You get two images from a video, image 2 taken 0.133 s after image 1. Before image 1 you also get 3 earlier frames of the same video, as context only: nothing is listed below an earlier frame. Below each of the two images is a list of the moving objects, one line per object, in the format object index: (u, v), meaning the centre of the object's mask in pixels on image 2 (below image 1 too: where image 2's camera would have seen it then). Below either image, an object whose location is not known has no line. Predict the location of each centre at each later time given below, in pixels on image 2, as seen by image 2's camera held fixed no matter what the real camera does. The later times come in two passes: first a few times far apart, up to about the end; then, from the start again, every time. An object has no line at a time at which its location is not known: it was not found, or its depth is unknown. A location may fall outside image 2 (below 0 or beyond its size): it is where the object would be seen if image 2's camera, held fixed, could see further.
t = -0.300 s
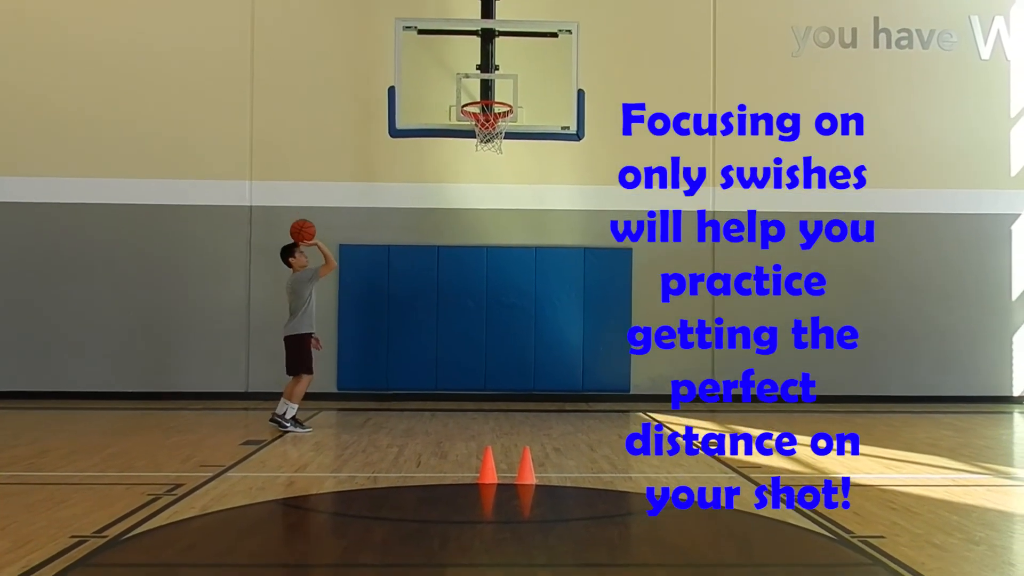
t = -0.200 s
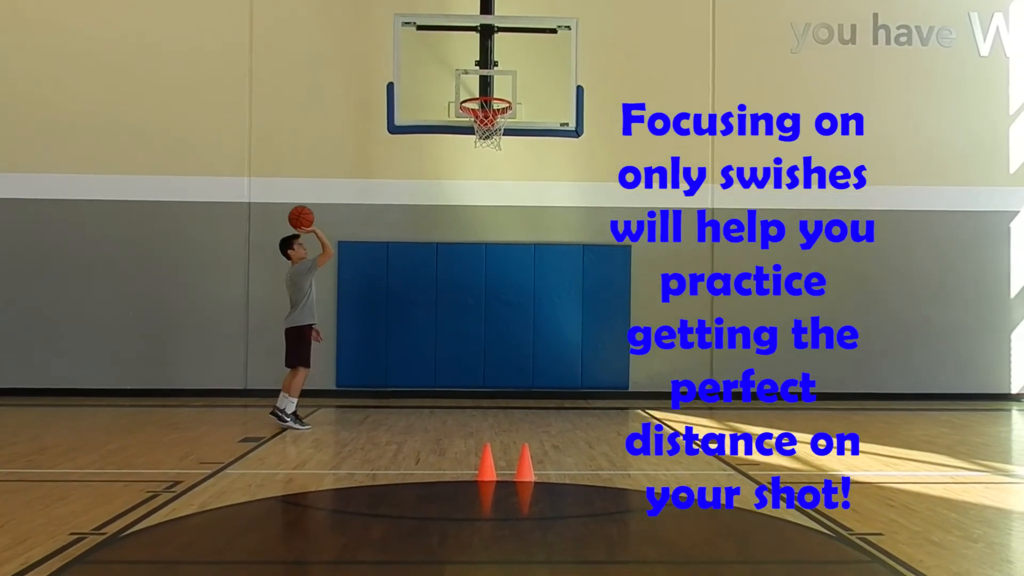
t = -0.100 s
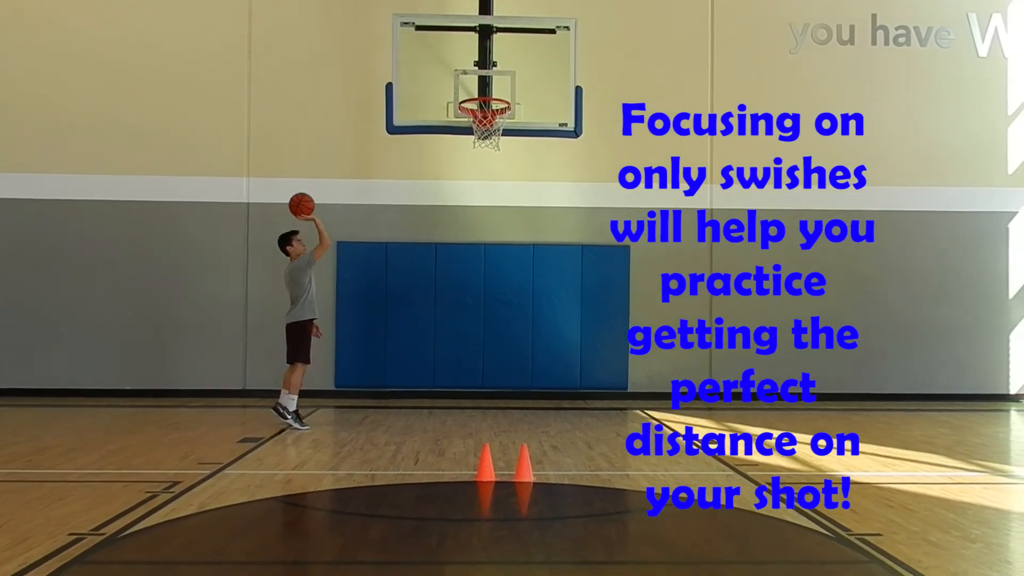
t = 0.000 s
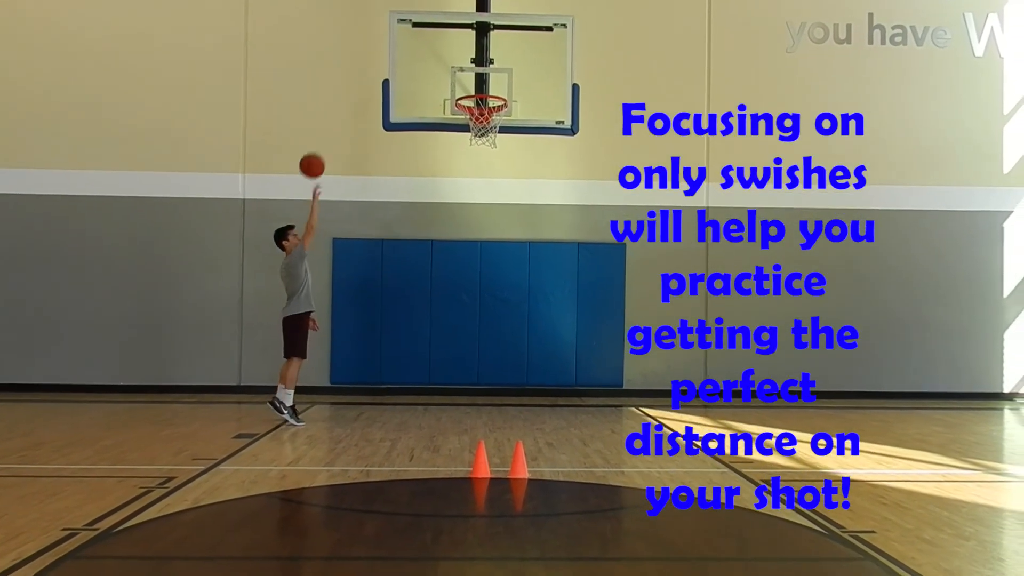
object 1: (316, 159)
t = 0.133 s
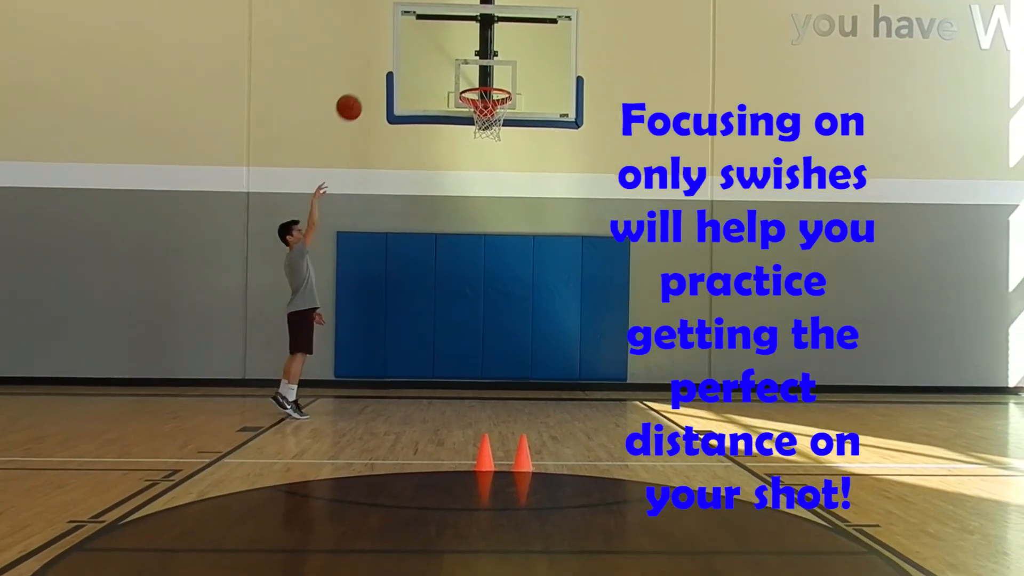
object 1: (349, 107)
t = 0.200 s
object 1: (365, 88)
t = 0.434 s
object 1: (422, 57)
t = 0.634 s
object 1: (469, 77)
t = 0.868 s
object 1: (509, 133)
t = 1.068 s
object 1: (520, 193)
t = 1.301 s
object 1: (534, 316)
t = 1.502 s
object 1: (537, 378)
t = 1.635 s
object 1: (528, 322)
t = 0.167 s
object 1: (357, 97)
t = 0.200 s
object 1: (365, 88)
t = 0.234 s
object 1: (373, 80)
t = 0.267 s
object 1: (382, 73)
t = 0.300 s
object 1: (390, 68)
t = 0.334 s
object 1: (398, 63)
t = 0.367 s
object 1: (405, 60)
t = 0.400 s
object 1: (414, 58)
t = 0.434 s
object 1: (422, 57)
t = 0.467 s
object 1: (429, 57)
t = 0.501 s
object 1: (437, 59)
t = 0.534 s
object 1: (445, 61)
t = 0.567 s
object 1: (453, 66)
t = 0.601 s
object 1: (461, 71)
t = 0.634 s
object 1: (469, 77)
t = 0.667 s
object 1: (476, 81)
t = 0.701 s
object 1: (484, 84)
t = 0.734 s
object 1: (493, 101)
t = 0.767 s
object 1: (503, 115)
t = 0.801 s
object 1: (505, 121)
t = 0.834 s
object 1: (507, 130)
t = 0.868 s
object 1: (509, 133)
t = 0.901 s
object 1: (511, 140)
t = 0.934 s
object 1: (513, 148)
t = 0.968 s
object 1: (514, 157)
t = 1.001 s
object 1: (516, 168)
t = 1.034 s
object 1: (518, 179)
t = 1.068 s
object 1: (520, 193)
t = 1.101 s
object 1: (522, 207)
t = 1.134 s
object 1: (524, 222)
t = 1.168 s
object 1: (526, 239)
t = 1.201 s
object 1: (528, 256)
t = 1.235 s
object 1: (530, 275)
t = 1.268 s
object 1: (532, 295)
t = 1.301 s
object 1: (534, 316)
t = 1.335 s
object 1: (535, 338)
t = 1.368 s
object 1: (538, 361)
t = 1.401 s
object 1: (541, 386)
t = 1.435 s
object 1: (542, 410)
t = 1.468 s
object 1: (540, 395)
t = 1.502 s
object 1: (537, 378)
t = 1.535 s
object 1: (535, 362)
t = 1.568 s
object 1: (533, 348)
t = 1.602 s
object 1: (530, 334)
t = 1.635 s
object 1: (528, 322)
